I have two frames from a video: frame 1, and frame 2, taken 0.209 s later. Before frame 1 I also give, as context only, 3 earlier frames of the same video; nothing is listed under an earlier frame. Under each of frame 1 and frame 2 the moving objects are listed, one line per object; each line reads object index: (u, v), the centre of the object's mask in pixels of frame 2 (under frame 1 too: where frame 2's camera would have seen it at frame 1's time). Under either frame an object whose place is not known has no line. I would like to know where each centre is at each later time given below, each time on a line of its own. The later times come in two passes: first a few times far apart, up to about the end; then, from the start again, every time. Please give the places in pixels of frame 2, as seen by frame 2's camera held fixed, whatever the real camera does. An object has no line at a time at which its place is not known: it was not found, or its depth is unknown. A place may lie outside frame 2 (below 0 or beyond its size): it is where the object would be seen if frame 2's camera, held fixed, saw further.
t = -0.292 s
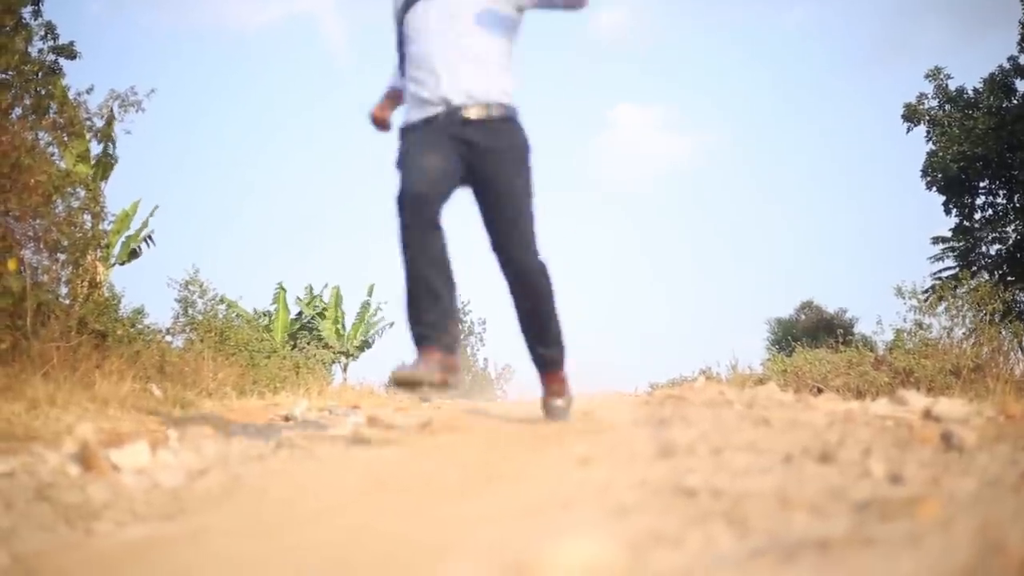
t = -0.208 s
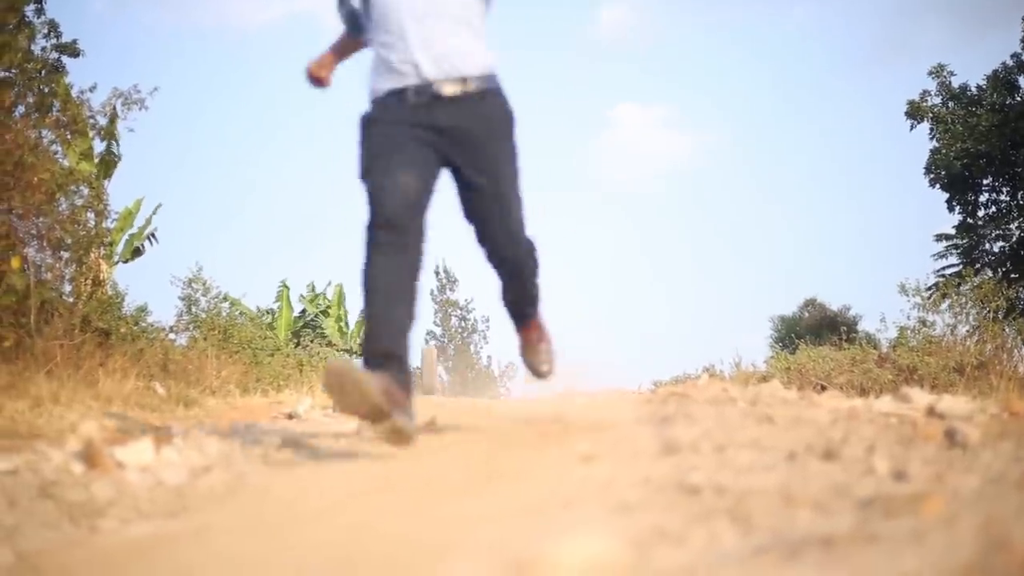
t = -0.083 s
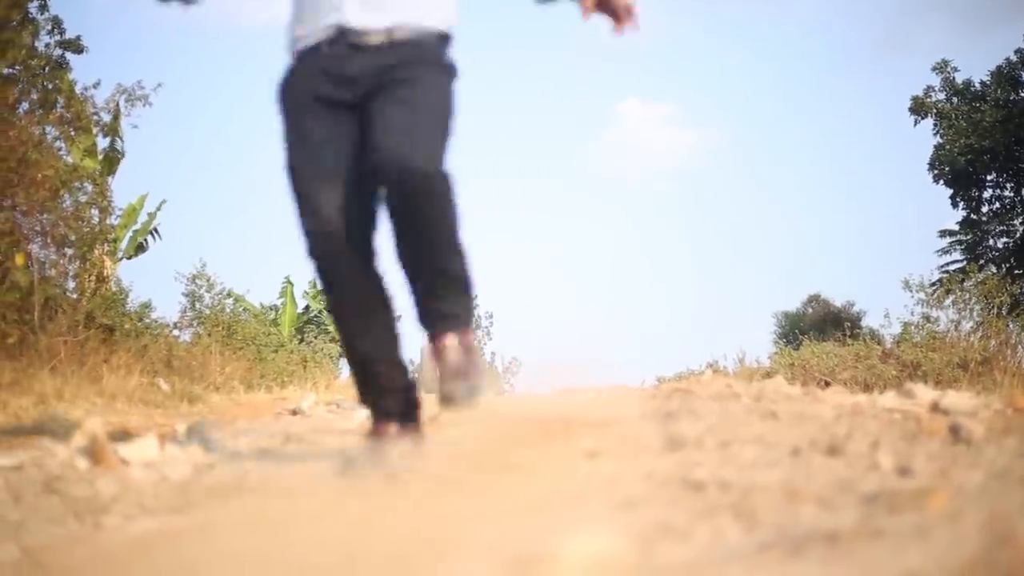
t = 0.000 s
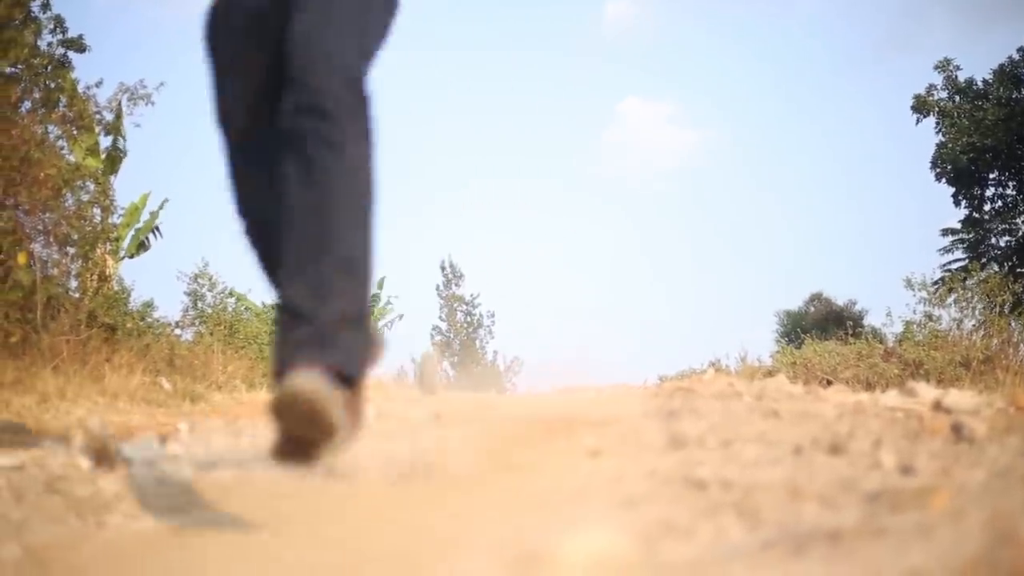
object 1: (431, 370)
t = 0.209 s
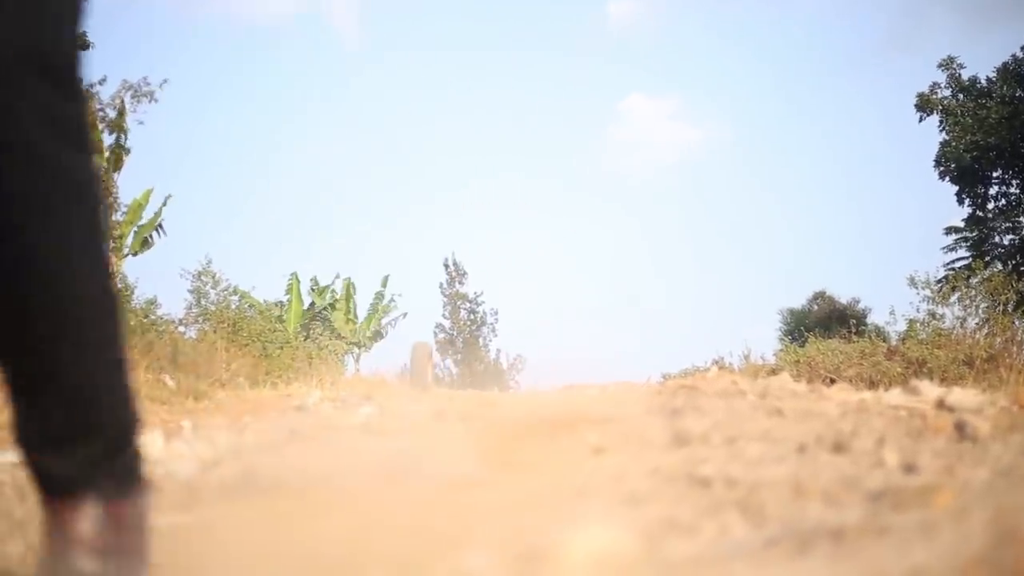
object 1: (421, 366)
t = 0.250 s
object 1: (419, 368)
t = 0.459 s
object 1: (405, 366)
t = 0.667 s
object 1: (389, 362)
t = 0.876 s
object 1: (373, 359)
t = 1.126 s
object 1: (352, 359)
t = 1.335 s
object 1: (333, 344)
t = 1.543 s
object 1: (308, 325)
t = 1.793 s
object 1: (266, 323)
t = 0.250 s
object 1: (419, 368)
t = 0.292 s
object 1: (414, 368)
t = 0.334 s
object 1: (412, 365)
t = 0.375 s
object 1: (409, 365)
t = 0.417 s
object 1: (407, 365)
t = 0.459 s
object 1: (405, 366)
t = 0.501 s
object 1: (402, 366)
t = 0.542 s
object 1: (398, 363)
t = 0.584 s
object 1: (396, 364)
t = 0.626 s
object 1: (392, 363)
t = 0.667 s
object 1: (389, 362)
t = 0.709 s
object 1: (385, 362)
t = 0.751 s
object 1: (383, 361)
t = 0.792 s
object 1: (380, 359)
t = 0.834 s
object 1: (376, 358)
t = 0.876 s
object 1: (373, 359)
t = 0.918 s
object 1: (370, 361)
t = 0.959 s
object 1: (366, 360)
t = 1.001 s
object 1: (362, 359)
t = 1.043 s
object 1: (360, 359)
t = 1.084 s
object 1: (355, 358)
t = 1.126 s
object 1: (352, 359)
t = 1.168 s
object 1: (349, 356)
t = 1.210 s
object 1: (344, 350)
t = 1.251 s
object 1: (341, 346)
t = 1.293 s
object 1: (337, 343)
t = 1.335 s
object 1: (333, 344)
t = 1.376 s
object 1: (328, 345)
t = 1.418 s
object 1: (323, 348)
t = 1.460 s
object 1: (319, 346)
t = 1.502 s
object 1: (312, 334)
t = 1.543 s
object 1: (308, 325)
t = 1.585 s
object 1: (301, 318)
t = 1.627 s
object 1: (295, 313)
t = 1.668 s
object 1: (288, 311)
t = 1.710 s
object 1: (281, 312)
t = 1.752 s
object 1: (274, 315)
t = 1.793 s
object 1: (266, 323)
